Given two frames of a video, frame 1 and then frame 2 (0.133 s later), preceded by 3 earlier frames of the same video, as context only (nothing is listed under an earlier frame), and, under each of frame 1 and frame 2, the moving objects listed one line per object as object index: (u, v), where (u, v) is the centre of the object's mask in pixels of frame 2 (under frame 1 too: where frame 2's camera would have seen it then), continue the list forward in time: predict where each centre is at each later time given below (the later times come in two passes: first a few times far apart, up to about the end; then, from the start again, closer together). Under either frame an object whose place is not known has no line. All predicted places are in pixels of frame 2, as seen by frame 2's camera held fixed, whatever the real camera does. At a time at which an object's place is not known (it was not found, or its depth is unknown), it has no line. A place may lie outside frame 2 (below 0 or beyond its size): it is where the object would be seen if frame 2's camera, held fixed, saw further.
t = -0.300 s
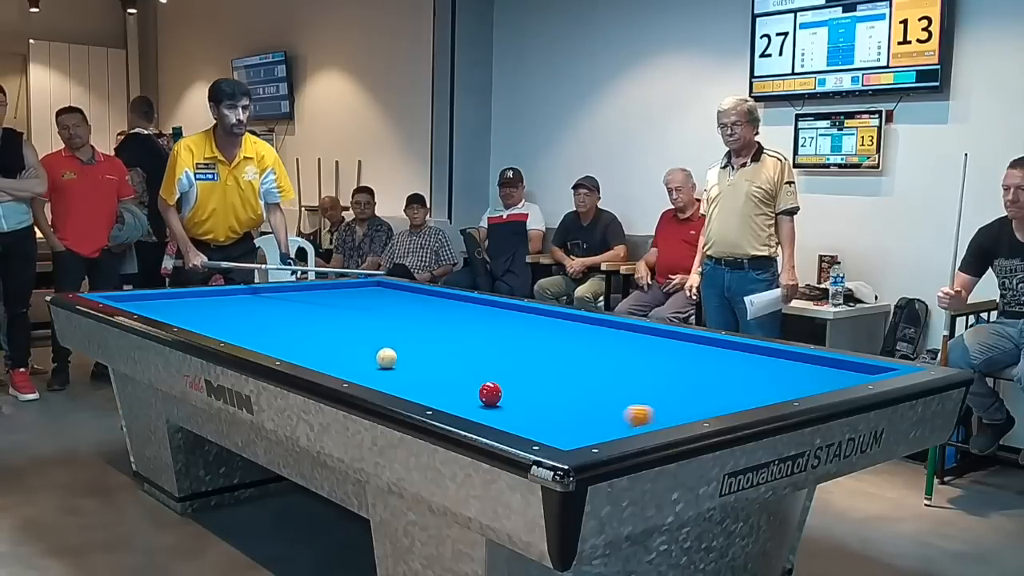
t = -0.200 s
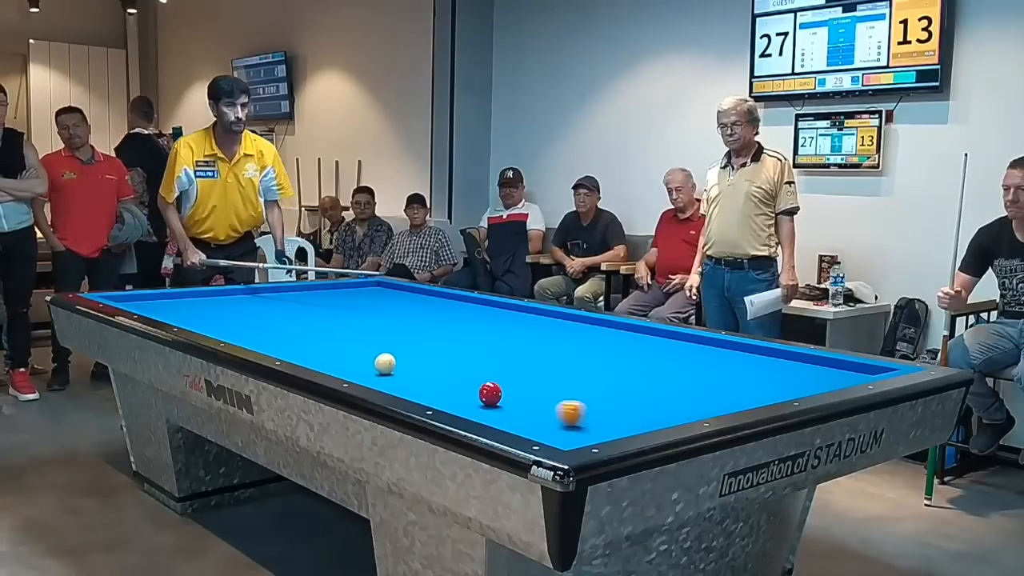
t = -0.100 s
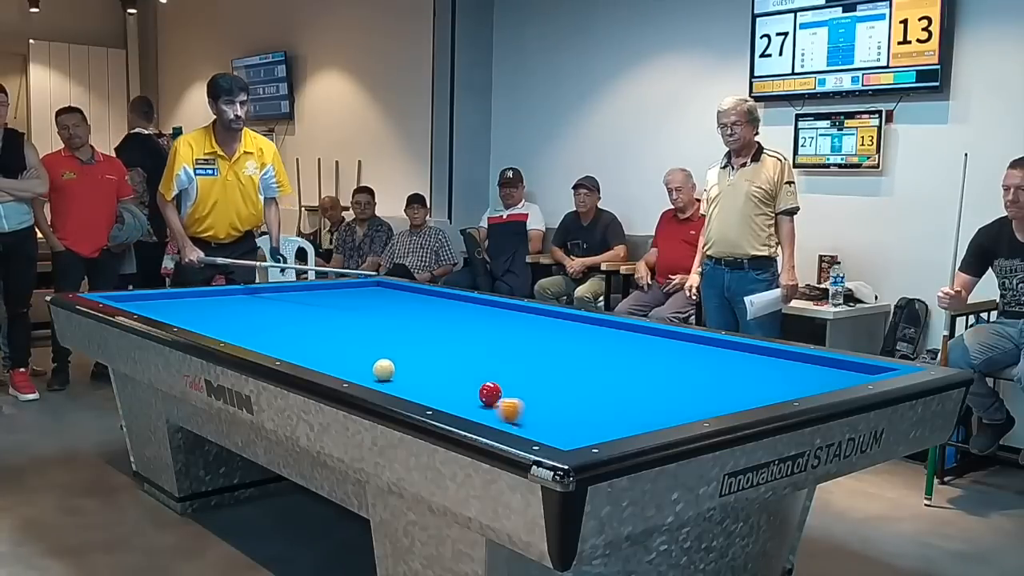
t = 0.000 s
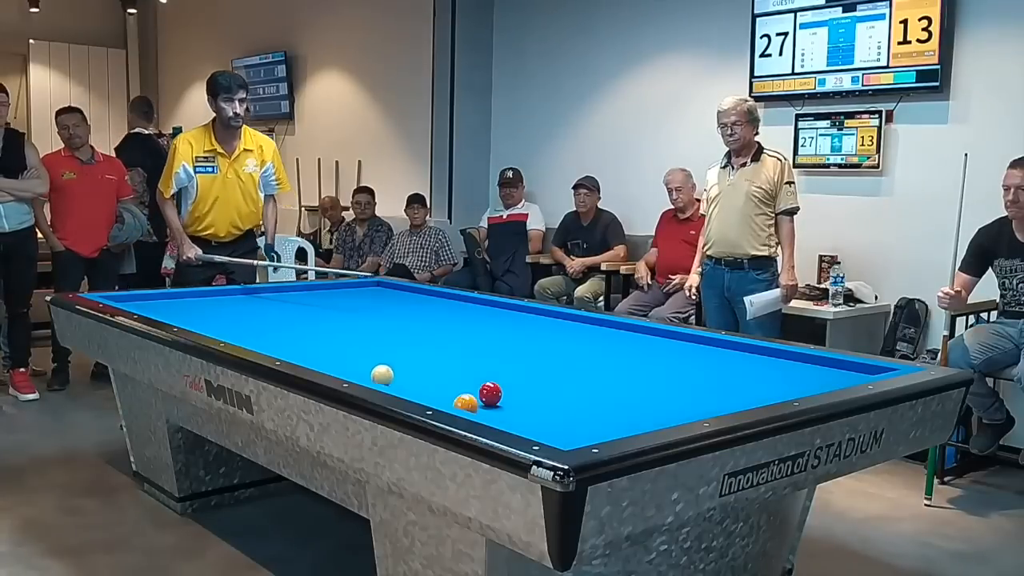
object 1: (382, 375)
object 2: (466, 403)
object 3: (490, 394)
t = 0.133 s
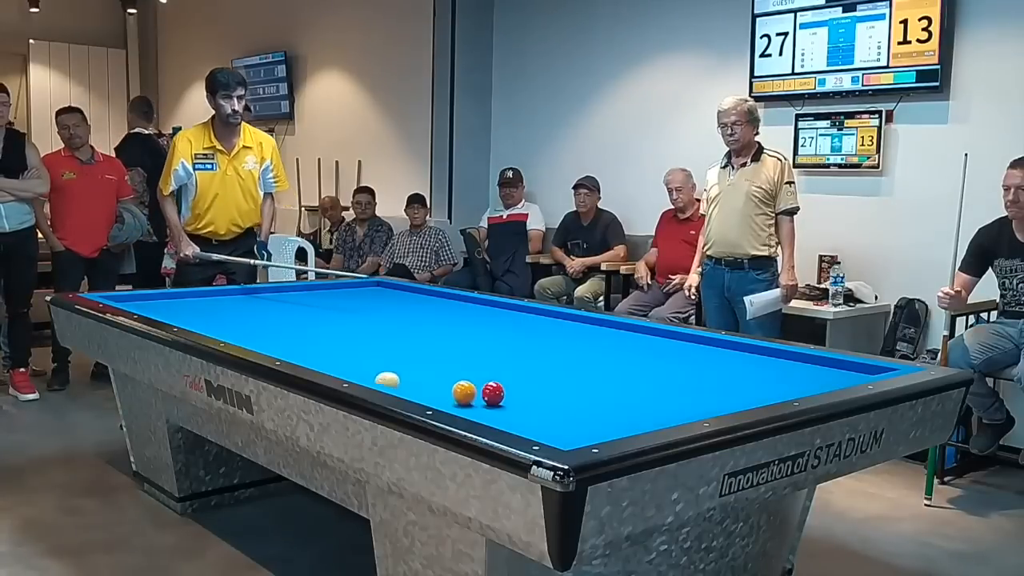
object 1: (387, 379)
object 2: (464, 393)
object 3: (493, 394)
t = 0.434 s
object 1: (450, 390)
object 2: (431, 370)
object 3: (517, 391)
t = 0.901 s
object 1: (548, 401)
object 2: (392, 344)
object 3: (552, 384)
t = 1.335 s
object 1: (643, 411)
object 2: (365, 325)
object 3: (579, 387)
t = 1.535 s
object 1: (679, 410)
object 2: (354, 318)
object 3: (591, 386)
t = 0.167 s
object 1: (395, 381)
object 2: (460, 390)
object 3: (496, 393)
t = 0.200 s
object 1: (402, 382)
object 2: (456, 387)
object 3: (499, 393)
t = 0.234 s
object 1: (409, 383)
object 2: (452, 385)
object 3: (501, 393)
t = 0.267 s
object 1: (416, 384)
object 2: (448, 382)
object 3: (504, 393)
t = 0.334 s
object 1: (429, 387)
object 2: (443, 376)
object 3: (510, 392)
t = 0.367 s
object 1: (436, 388)
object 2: (438, 371)
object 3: (512, 392)
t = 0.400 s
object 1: (443, 389)
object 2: (434, 371)
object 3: (515, 392)
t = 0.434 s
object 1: (450, 390)
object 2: (431, 370)
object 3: (517, 391)
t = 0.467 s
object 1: (457, 390)
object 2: (428, 368)
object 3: (520, 391)
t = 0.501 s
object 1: (463, 391)
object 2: (425, 366)
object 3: (523, 391)
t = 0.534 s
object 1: (470, 392)
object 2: (422, 364)
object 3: (525, 391)
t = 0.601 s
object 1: (484, 393)
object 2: (416, 360)
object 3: (530, 391)
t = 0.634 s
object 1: (491, 394)
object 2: (413, 358)
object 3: (533, 390)
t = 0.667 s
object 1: (498, 395)
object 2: (410, 356)
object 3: (535, 390)
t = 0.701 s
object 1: (505, 396)
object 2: (407, 354)
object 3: (537, 390)
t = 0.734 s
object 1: (512, 396)
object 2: (405, 352)
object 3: (540, 390)
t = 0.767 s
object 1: (519, 397)
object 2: (402, 350)
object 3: (542, 389)
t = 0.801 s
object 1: (526, 398)
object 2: (399, 348)
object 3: (546, 389)
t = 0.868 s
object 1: (541, 400)
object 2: (395, 345)
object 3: (551, 385)
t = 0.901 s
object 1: (548, 401)
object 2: (392, 344)
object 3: (552, 384)
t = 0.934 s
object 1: (555, 401)
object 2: (390, 342)
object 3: (554, 384)
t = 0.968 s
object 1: (563, 402)
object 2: (387, 340)
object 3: (555, 385)
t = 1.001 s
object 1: (570, 403)
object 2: (385, 339)
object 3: (557, 387)
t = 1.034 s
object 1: (577, 404)
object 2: (383, 337)
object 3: (560, 388)
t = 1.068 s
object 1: (584, 405)
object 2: (381, 336)
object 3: (563, 388)
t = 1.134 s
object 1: (599, 406)
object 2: (377, 333)
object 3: (567, 387)
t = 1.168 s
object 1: (606, 407)
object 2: (374, 332)
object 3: (569, 387)
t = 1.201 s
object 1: (614, 408)
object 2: (372, 330)
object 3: (571, 387)
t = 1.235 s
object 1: (621, 409)
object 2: (370, 329)
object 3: (573, 387)
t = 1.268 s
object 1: (628, 410)
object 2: (368, 328)
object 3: (575, 387)
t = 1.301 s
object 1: (636, 411)
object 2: (366, 326)
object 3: (577, 387)
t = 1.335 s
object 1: (643, 411)
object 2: (365, 325)
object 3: (579, 387)
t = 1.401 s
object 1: (658, 411)
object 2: (361, 323)
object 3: (583, 386)
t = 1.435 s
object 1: (665, 411)
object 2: (359, 321)
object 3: (585, 386)
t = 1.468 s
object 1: (673, 411)
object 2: (357, 320)
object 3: (587, 386)
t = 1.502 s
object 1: (679, 411)
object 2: (356, 319)
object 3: (589, 386)
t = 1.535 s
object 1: (679, 410)
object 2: (354, 318)
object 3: (591, 386)
